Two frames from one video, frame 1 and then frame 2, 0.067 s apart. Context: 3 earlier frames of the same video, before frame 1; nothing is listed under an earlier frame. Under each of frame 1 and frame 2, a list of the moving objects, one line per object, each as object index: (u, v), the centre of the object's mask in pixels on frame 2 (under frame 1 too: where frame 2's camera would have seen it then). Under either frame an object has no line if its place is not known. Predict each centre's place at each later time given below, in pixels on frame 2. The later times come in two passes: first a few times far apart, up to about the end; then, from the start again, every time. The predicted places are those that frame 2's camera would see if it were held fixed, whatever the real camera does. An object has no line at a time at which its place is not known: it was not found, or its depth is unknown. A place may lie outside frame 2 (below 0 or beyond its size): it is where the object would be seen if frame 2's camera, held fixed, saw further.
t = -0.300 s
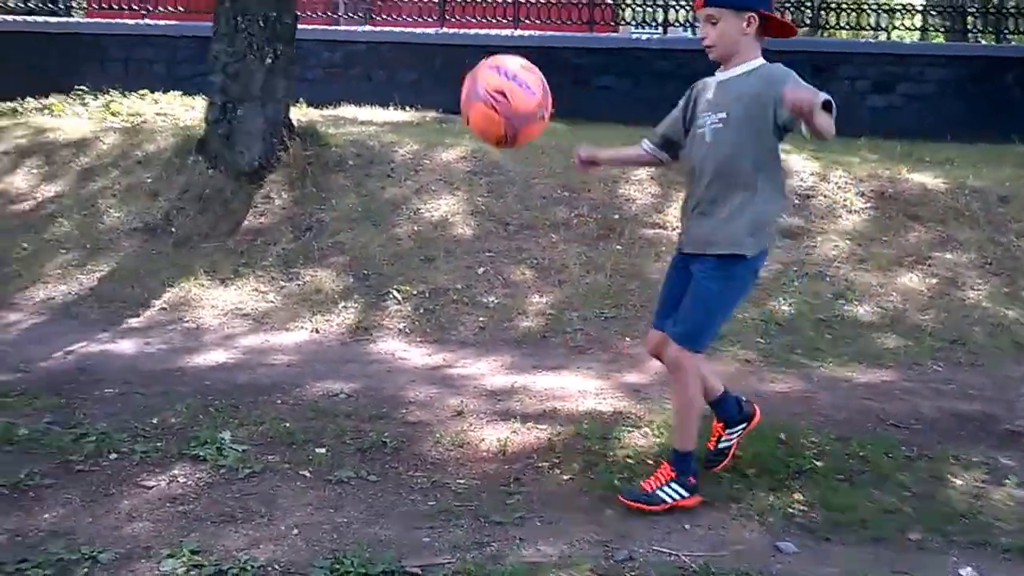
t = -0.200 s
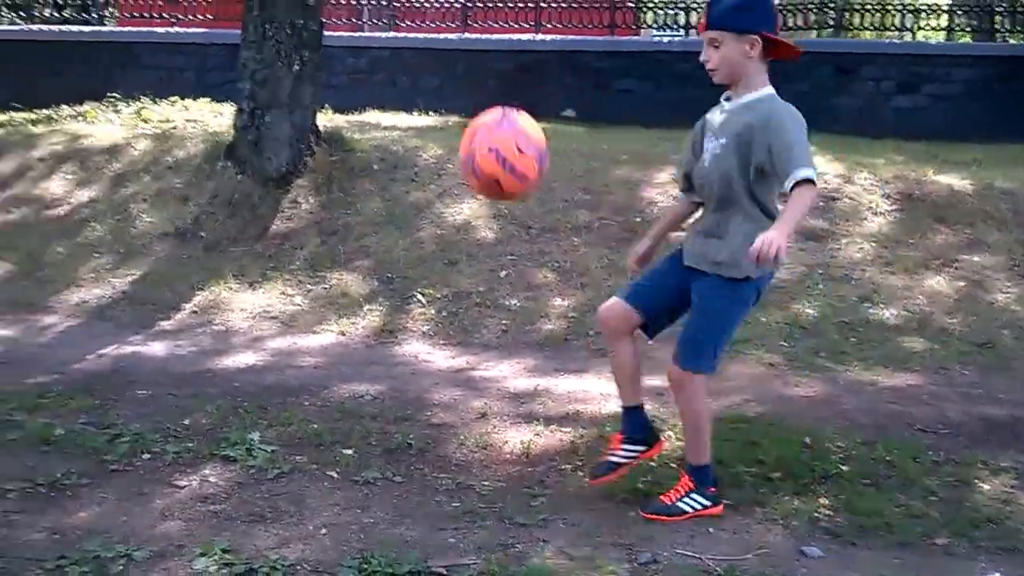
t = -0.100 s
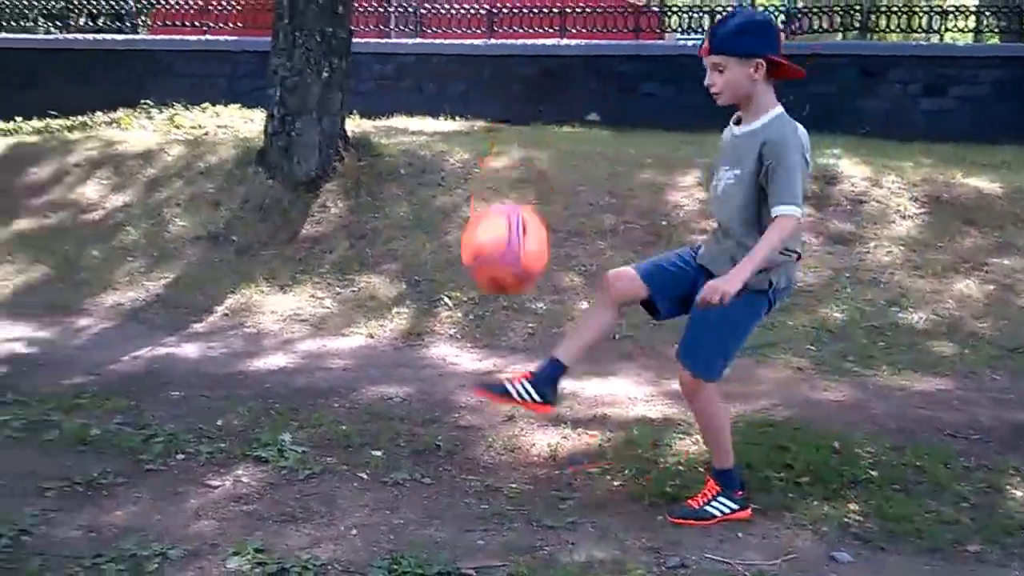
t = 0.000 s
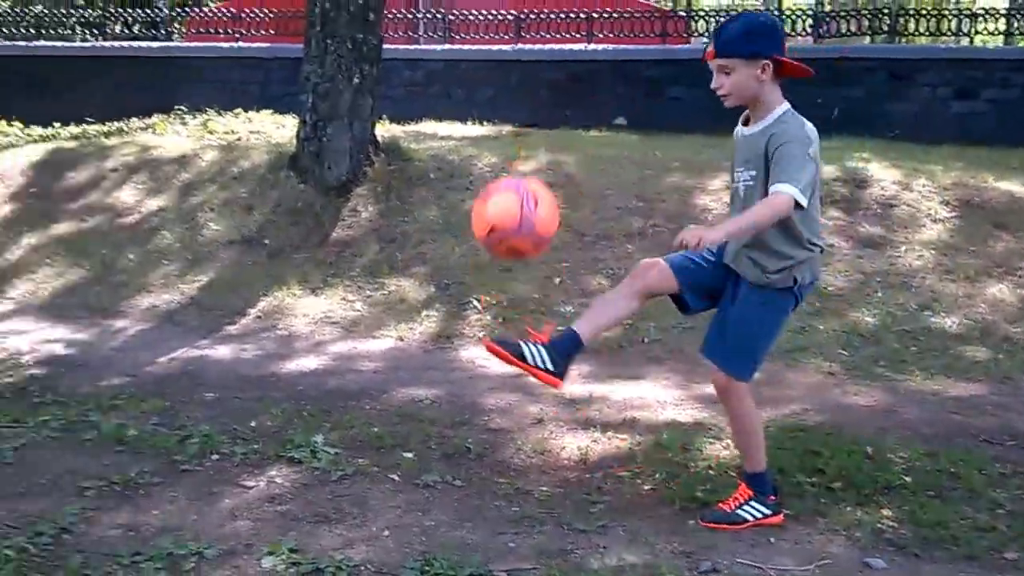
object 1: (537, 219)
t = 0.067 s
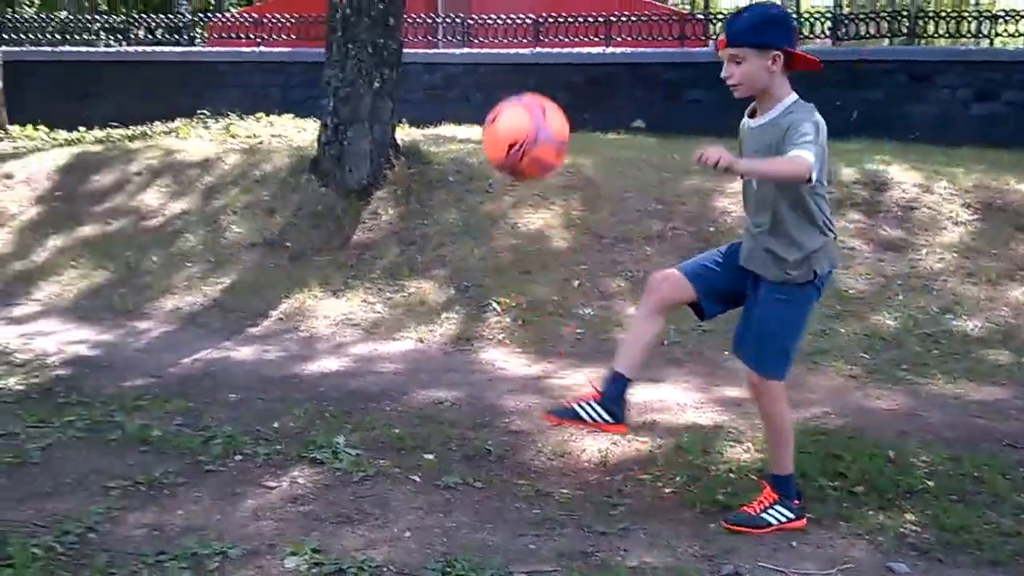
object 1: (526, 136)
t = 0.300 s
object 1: (494, 0)
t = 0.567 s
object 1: (461, 50)
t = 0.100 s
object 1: (521, 101)
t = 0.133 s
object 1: (516, 70)
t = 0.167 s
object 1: (512, 42)
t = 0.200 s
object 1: (507, 24)
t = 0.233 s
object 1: (503, 13)
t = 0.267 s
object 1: (498, 4)
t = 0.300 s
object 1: (494, 0)
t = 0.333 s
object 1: (490, -3)
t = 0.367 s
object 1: (487, -5)
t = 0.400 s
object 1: (484, -5)
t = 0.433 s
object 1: (479, -3)
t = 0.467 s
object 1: (474, 2)
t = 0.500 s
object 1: (471, 9)
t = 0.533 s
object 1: (464, 26)
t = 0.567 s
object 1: (461, 50)
